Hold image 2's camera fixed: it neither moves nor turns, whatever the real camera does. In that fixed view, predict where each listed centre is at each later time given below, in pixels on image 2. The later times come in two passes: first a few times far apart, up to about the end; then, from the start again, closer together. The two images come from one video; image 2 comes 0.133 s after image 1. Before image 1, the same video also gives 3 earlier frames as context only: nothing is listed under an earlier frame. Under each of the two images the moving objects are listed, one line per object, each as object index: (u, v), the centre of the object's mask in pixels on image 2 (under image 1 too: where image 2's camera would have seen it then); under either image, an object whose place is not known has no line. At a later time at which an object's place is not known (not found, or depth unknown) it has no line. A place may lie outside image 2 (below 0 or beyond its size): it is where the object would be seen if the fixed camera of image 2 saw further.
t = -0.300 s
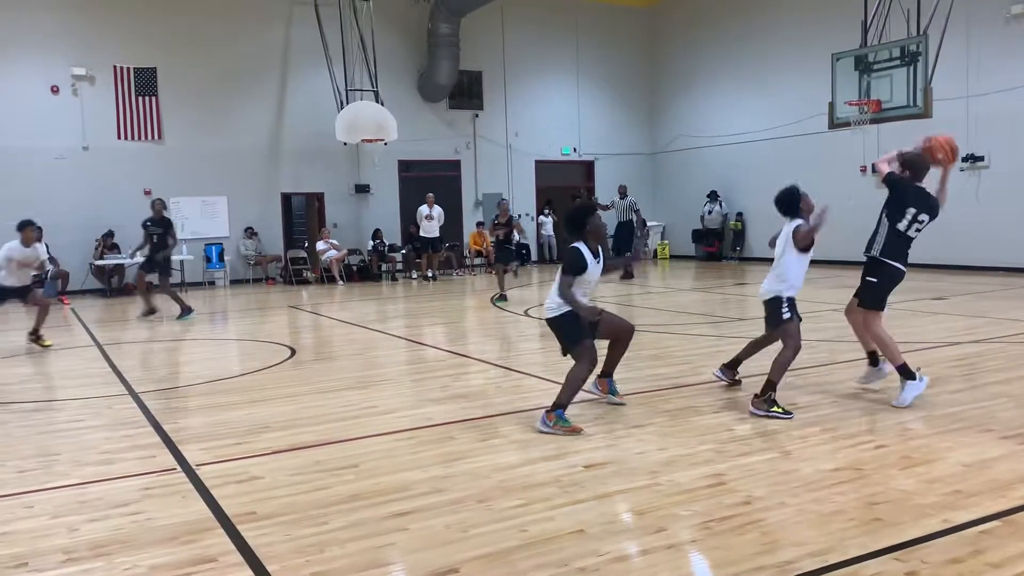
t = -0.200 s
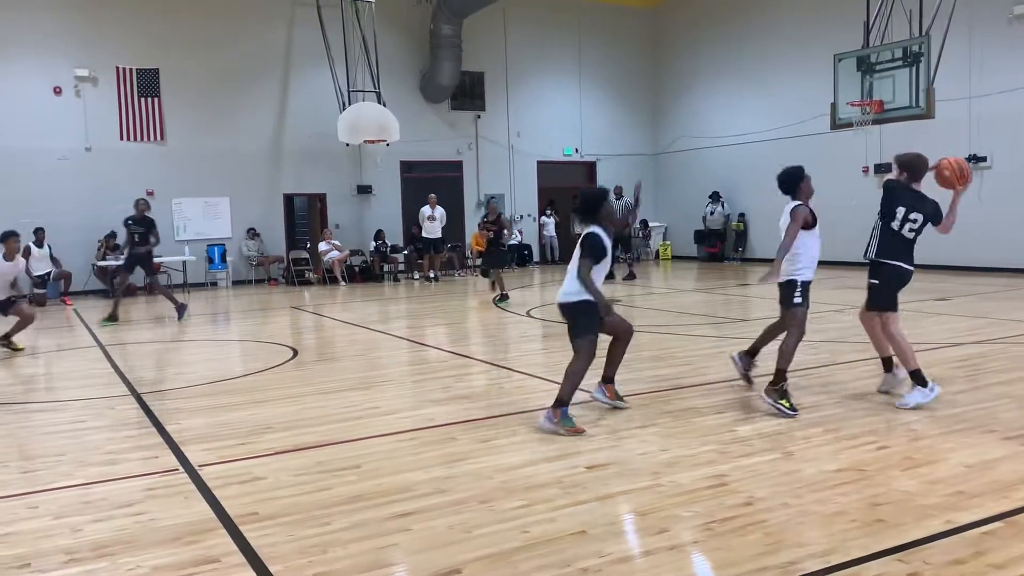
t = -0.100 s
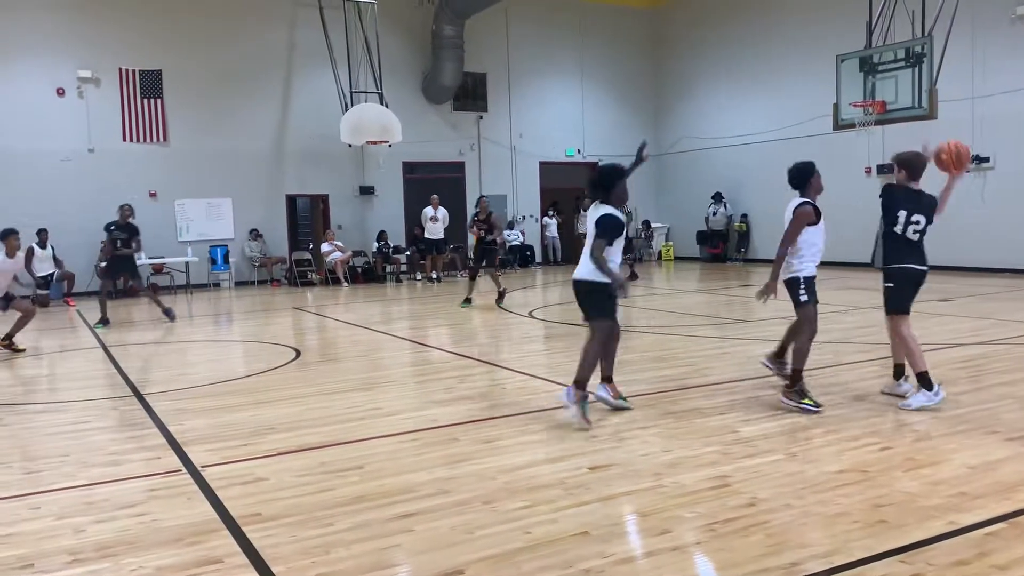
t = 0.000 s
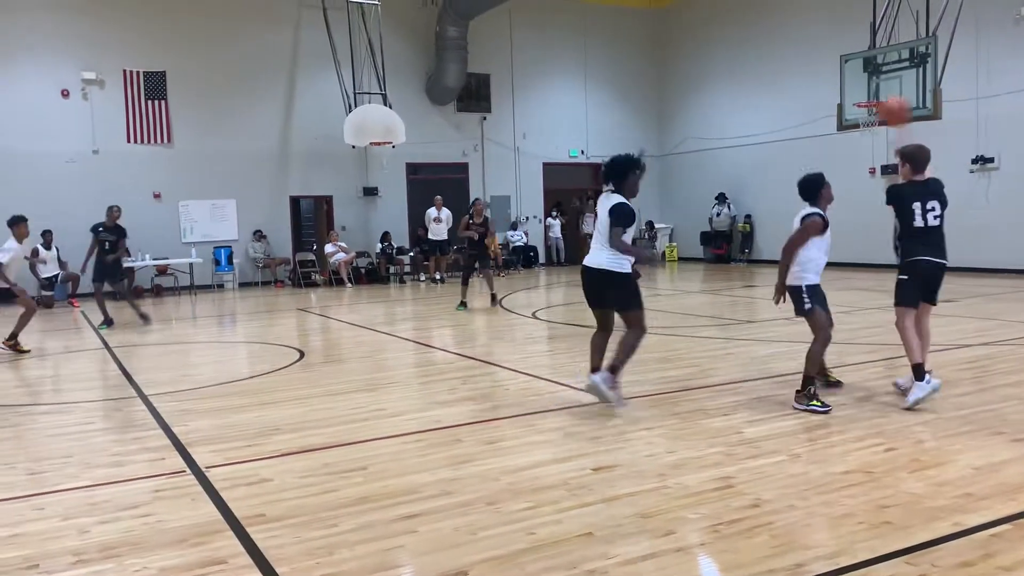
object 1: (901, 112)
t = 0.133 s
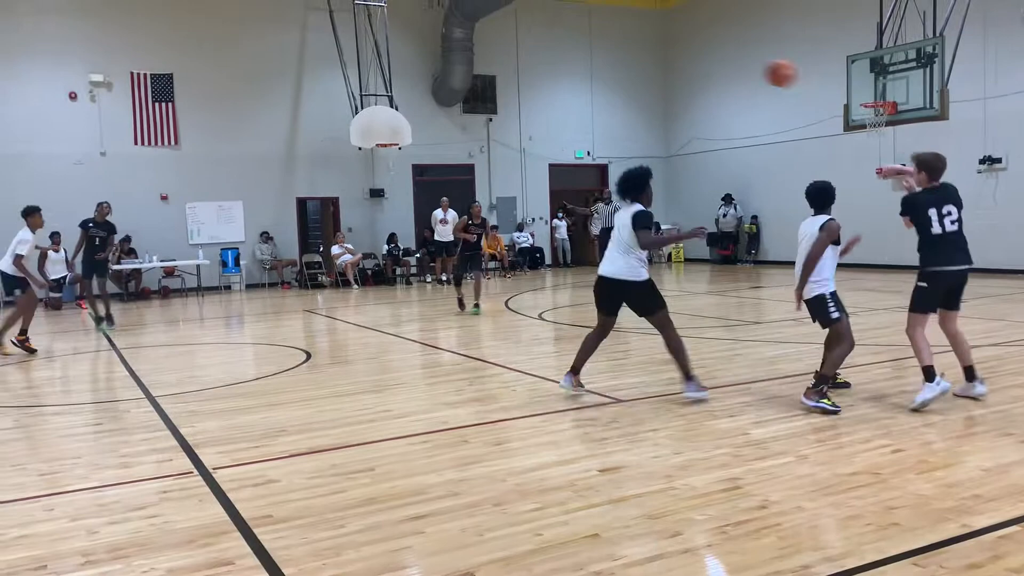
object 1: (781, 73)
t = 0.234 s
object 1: (708, 61)
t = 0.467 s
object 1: (576, 74)
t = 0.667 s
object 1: (495, 113)
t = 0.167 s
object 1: (755, 67)
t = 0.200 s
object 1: (730, 64)
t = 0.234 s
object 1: (708, 61)
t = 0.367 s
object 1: (627, 62)
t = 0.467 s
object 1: (576, 74)
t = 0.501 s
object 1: (561, 79)
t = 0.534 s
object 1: (546, 85)
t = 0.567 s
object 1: (533, 91)
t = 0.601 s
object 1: (519, 98)
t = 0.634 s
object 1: (507, 106)
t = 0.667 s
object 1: (495, 113)
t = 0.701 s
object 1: (483, 121)
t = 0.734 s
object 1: (473, 131)
